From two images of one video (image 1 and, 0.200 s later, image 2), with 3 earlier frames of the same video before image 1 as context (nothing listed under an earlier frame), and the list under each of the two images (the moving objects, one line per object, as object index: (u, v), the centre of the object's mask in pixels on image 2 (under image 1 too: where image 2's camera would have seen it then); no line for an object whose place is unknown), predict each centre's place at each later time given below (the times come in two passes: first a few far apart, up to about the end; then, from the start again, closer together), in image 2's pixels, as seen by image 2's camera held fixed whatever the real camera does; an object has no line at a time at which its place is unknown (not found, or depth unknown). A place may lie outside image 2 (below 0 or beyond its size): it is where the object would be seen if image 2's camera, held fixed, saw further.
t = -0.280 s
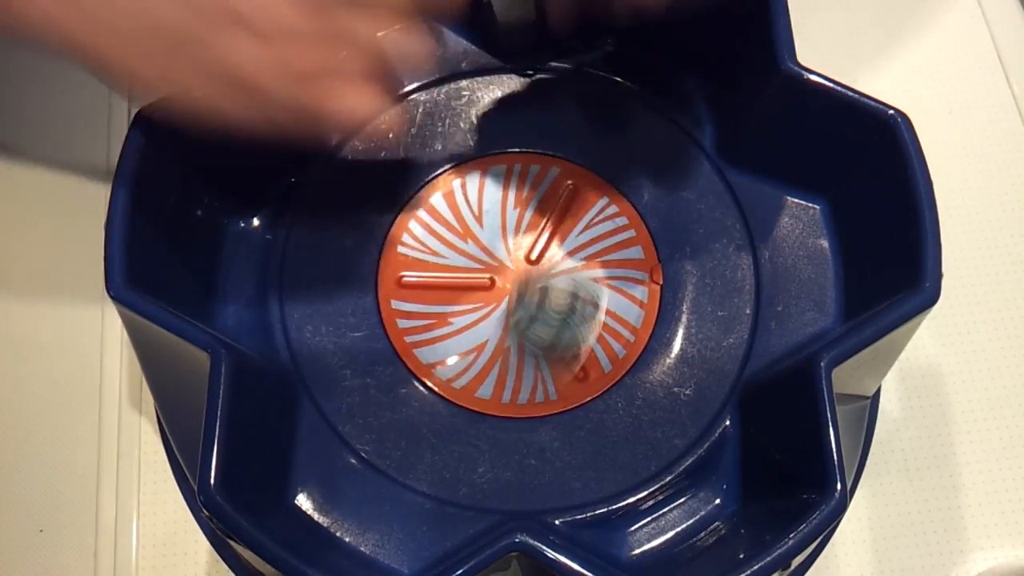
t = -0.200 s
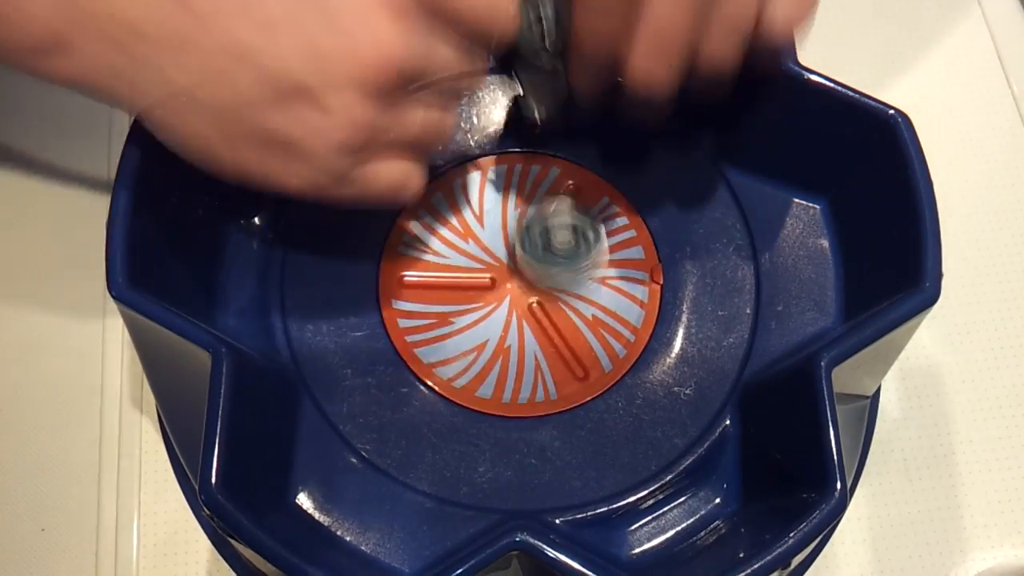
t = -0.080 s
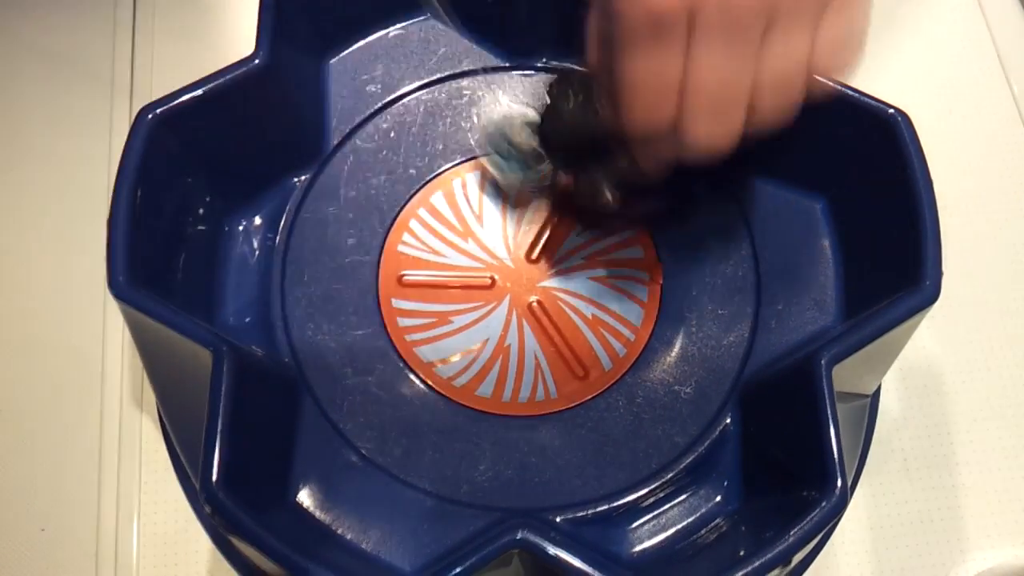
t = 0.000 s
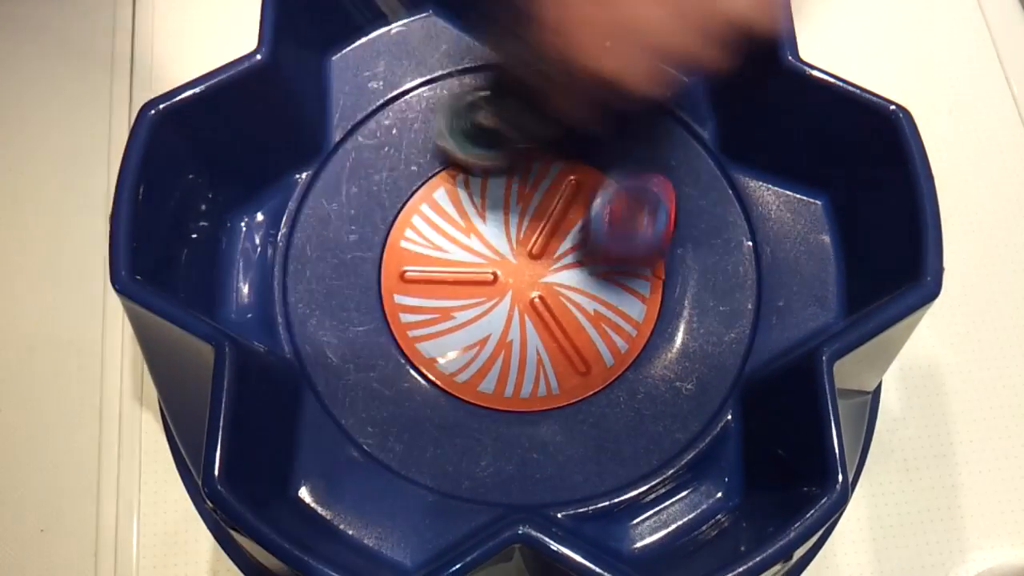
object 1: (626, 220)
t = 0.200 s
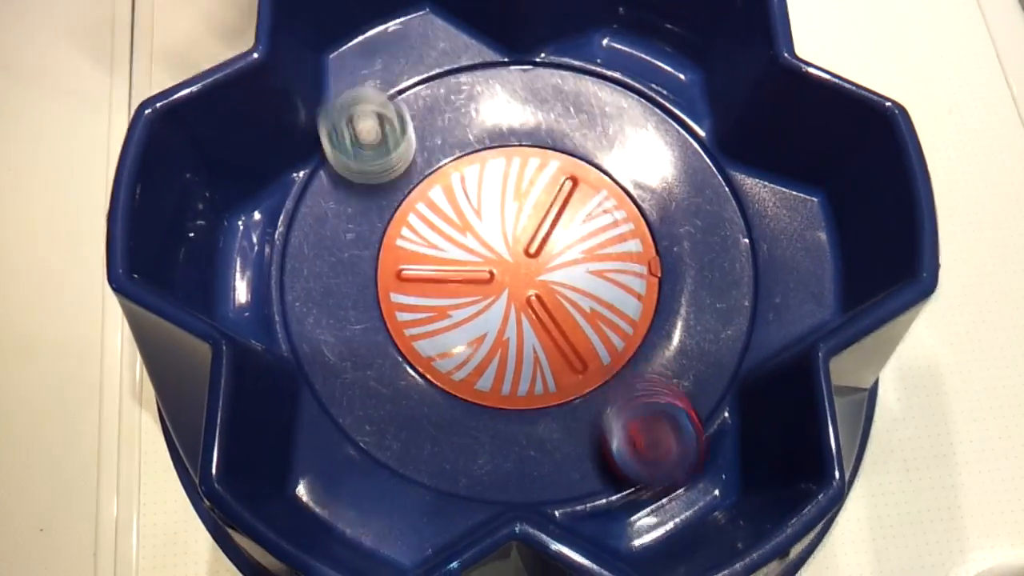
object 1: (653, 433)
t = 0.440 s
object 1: (600, 383)
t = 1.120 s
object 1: (645, 428)
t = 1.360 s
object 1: (623, 377)
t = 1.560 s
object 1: (654, 345)
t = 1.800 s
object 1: (569, 318)
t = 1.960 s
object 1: (686, 337)
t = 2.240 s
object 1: (639, 283)
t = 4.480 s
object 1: (399, 153)
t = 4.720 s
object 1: (375, 157)
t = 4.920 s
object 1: (449, 218)
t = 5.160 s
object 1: (569, 176)
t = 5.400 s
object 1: (539, 221)
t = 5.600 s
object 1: (560, 276)
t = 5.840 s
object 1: (630, 251)
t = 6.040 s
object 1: (528, 258)
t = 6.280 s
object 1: (523, 369)
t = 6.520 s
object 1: (545, 304)
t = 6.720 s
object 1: (481, 239)
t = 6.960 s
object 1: (417, 272)
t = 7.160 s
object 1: (493, 256)
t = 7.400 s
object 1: (479, 188)
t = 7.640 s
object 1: (465, 236)
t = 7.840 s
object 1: (535, 261)
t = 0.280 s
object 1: (627, 400)
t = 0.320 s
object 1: (618, 383)
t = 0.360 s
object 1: (608, 376)
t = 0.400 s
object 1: (602, 374)
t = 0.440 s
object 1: (600, 383)
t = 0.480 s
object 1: (600, 399)
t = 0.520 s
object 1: (608, 427)
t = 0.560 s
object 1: (616, 448)
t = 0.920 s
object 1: (633, 439)
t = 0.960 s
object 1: (638, 447)
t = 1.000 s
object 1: (636, 438)
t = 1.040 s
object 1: (638, 431)
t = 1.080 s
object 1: (641, 428)
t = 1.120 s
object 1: (645, 428)
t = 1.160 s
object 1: (650, 429)
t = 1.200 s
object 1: (654, 426)
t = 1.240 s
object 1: (656, 420)
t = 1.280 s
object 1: (654, 410)
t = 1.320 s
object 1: (643, 395)
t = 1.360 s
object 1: (623, 377)
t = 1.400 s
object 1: (620, 381)
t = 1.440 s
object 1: (659, 424)
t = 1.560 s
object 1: (654, 345)
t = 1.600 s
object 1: (642, 337)
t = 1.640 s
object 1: (627, 333)
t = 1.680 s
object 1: (617, 328)
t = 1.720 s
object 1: (603, 322)
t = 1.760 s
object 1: (586, 315)
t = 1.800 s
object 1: (569, 318)
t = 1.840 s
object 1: (552, 320)
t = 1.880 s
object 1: (561, 321)
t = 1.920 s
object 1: (651, 338)
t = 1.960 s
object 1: (686, 337)
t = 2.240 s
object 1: (639, 283)
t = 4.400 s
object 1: (422, 176)
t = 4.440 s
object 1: (413, 167)
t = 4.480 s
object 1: (399, 153)
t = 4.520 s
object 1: (389, 146)
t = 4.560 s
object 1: (381, 142)
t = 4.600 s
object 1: (374, 141)
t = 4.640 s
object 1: (371, 144)
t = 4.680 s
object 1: (372, 149)
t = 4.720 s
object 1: (375, 157)
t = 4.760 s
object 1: (381, 166)
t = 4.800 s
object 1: (392, 176)
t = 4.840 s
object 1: (405, 190)
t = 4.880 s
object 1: (424, 206)
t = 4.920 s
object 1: (449, 218)
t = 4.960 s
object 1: (485, 228)
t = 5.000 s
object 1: (512, 226)
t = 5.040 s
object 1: (537, 218)
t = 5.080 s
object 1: (554, 206)
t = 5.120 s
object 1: (564, 187)
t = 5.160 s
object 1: (569, 176)
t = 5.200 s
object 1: (568, 172)
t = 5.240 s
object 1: (566, 176)
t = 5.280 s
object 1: (562, 189)
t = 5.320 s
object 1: (555, 198)
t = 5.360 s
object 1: (547, 213)
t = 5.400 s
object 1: (539, 221)
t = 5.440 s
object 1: (534, 234)
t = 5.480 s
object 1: (532, 244)
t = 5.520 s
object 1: (534, 251)
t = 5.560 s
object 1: (544, 265)
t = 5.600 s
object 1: (560, 276)
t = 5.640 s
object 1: (577, 290)
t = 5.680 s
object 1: (598, 294)
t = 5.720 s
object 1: (625, 288)
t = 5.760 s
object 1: (633, 277)
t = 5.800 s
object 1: (636, 267)
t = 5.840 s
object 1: (630, 251)
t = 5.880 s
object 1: (622, 244)
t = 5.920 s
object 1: (599, 237)
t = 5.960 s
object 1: (583, 238)
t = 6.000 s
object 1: (550, 247)
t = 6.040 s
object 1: (528, 258)
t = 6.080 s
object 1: (510, 276)
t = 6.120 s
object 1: (497, 295)
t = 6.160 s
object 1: (493, 315)
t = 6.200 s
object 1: (496, 341)
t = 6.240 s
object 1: (507, 362)
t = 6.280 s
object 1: (523, 369)
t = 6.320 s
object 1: (539, 370)
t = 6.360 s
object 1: (553, 362)
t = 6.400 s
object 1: (562, 348)
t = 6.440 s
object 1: (563, 335)
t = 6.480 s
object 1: (555, 322)
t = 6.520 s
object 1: (545, 304)
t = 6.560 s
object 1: (538, 294)
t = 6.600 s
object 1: (527, 282)
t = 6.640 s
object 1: (513, 267)
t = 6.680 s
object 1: (499, 252)
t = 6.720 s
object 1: (481, 239)
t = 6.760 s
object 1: (461, 237)
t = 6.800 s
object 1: (433, 239)
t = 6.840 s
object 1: (416, 253)
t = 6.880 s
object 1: (406, 262)
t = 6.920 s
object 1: (407, 268)
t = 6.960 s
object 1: (417, 272)
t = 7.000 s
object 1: (432, 273)
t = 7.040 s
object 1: (447, 272)
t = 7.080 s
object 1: (460, 269)
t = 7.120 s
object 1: (477, 263)
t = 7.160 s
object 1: (493, 256)
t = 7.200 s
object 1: (503, 247)
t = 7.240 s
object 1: (508, 232)
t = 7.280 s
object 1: (507, 216)
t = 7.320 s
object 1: (502, 202)
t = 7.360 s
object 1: (490, 192)
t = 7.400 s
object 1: (479, 188)
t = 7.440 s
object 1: (468, 189)
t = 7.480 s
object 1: (460, 195)
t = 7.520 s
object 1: (455, 202)
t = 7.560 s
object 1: (454, 211)
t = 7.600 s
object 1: (455, 219)
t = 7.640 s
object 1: (465, 236)
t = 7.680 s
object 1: (475, 247)
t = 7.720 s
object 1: (488, 256)
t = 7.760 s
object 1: (503, 261)
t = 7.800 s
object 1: (517, 263)
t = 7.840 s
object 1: (535, 261)
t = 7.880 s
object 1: (547, 255)
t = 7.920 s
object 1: (556, 248)
